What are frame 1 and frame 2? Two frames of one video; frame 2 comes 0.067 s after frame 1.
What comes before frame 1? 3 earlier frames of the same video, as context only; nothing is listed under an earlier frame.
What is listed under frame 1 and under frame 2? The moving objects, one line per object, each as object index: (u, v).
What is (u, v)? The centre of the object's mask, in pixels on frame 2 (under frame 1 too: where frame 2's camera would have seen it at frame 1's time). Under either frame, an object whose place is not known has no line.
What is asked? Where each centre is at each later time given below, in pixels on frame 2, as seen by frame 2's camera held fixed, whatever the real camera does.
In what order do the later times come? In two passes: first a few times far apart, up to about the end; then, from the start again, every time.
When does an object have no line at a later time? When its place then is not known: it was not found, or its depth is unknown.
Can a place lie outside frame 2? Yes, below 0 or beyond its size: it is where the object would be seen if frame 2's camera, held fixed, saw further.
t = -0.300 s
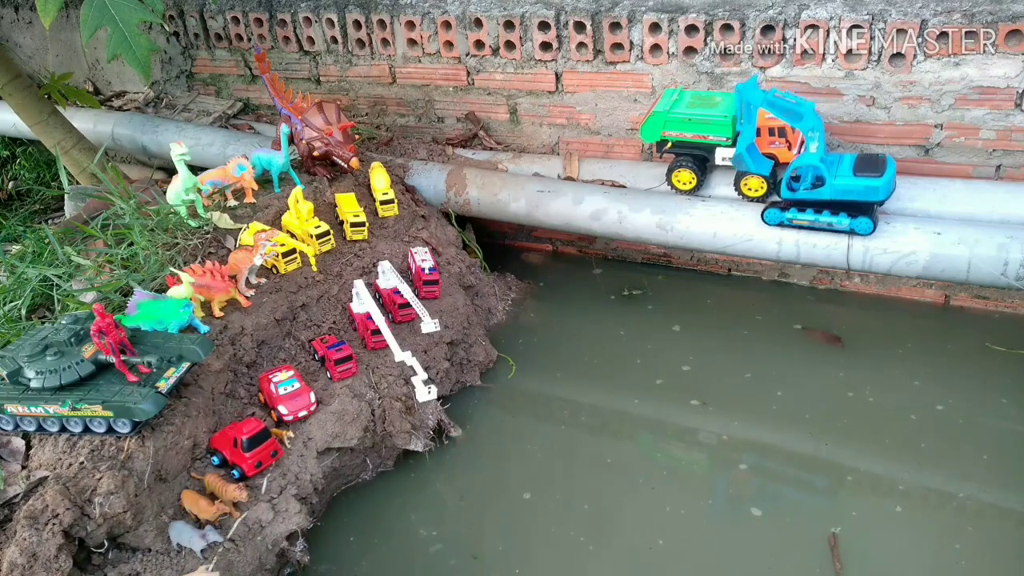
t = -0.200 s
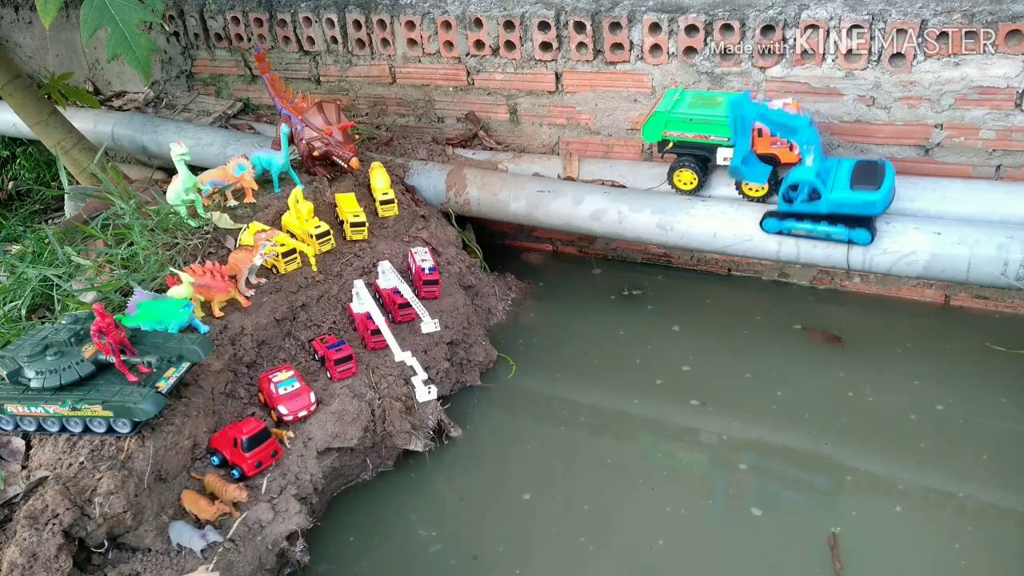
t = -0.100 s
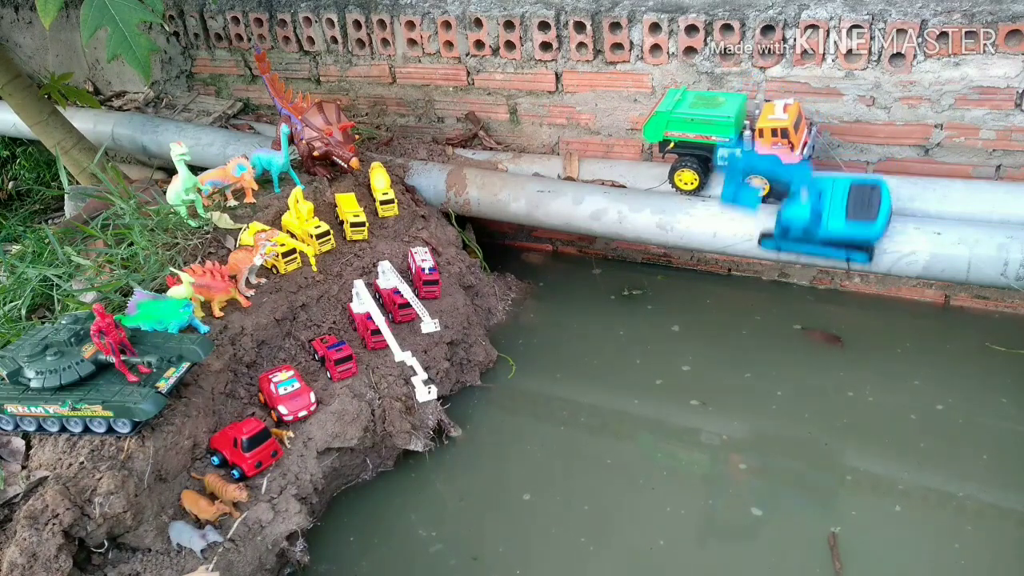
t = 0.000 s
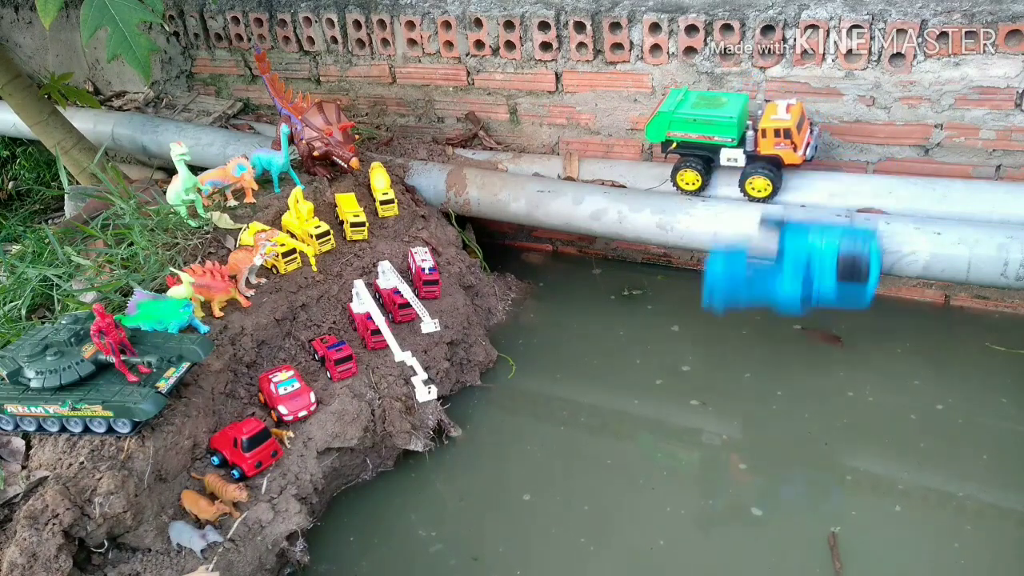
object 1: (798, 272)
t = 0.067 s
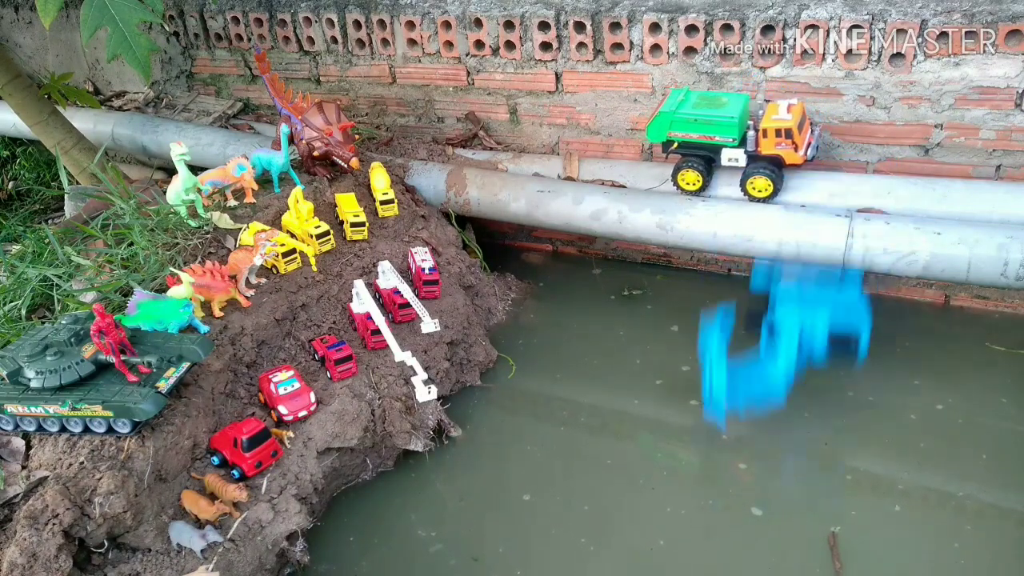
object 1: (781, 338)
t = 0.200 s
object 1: (780, 392)
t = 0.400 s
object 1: (775, 396)
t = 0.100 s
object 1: (781, 366)
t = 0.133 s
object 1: (776, 387)
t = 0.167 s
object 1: (781, 388)
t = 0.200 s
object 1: (780, 392)
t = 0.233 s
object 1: (774, 399)
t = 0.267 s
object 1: (771, 403)
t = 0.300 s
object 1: (773, 402)
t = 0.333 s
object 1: (774, 399)
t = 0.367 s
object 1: (775, 397)
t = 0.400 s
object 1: (775, 396)
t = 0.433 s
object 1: (774, 395)
